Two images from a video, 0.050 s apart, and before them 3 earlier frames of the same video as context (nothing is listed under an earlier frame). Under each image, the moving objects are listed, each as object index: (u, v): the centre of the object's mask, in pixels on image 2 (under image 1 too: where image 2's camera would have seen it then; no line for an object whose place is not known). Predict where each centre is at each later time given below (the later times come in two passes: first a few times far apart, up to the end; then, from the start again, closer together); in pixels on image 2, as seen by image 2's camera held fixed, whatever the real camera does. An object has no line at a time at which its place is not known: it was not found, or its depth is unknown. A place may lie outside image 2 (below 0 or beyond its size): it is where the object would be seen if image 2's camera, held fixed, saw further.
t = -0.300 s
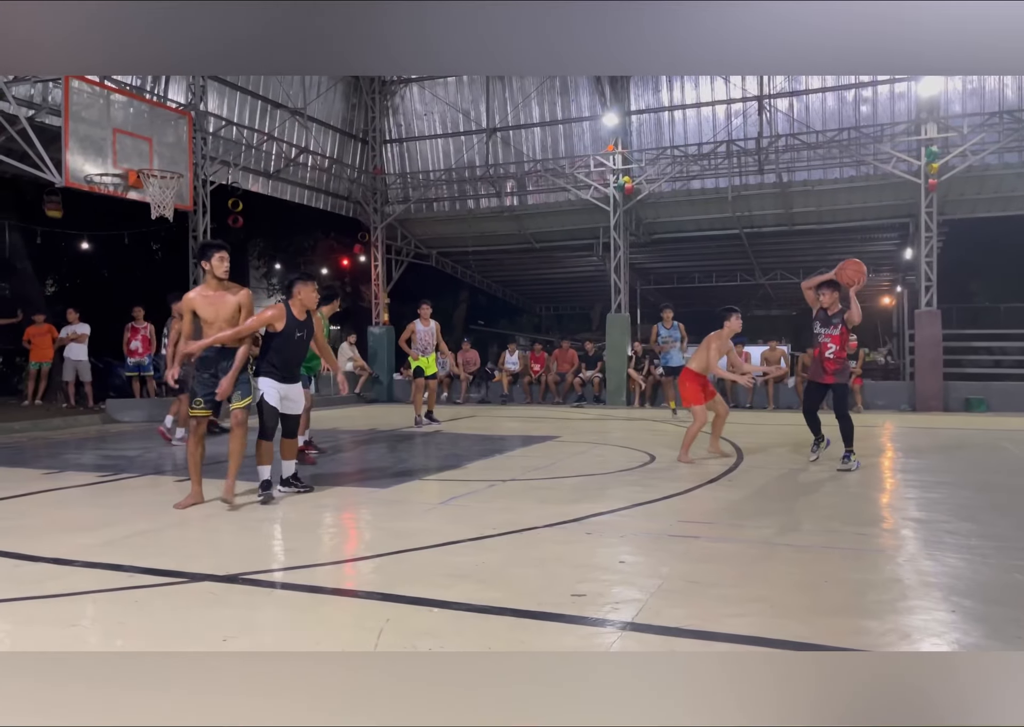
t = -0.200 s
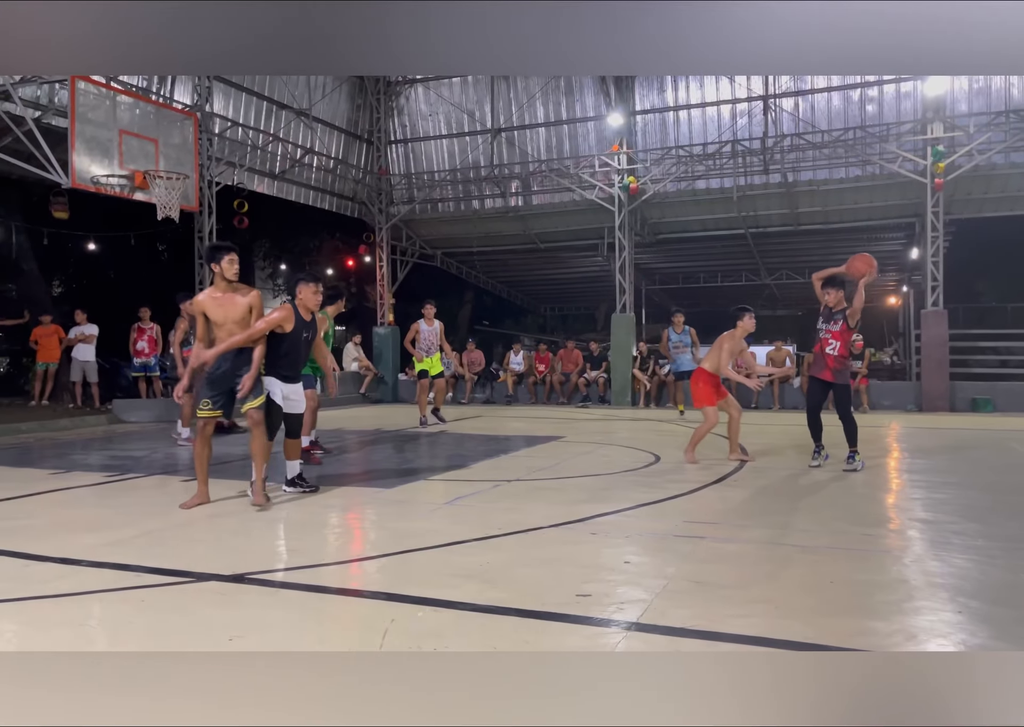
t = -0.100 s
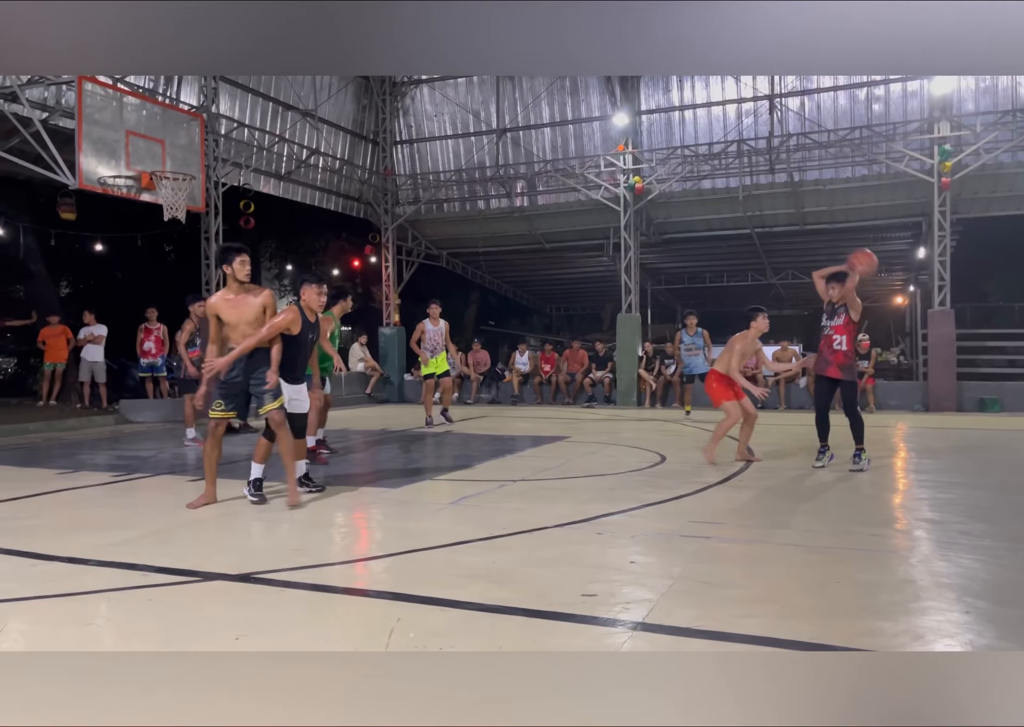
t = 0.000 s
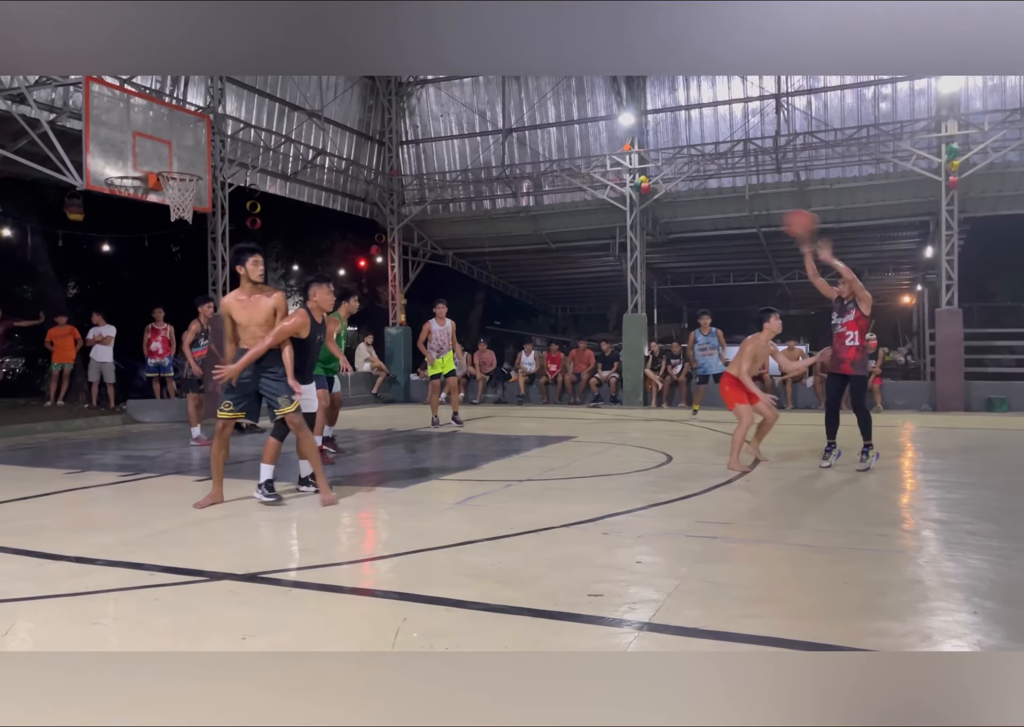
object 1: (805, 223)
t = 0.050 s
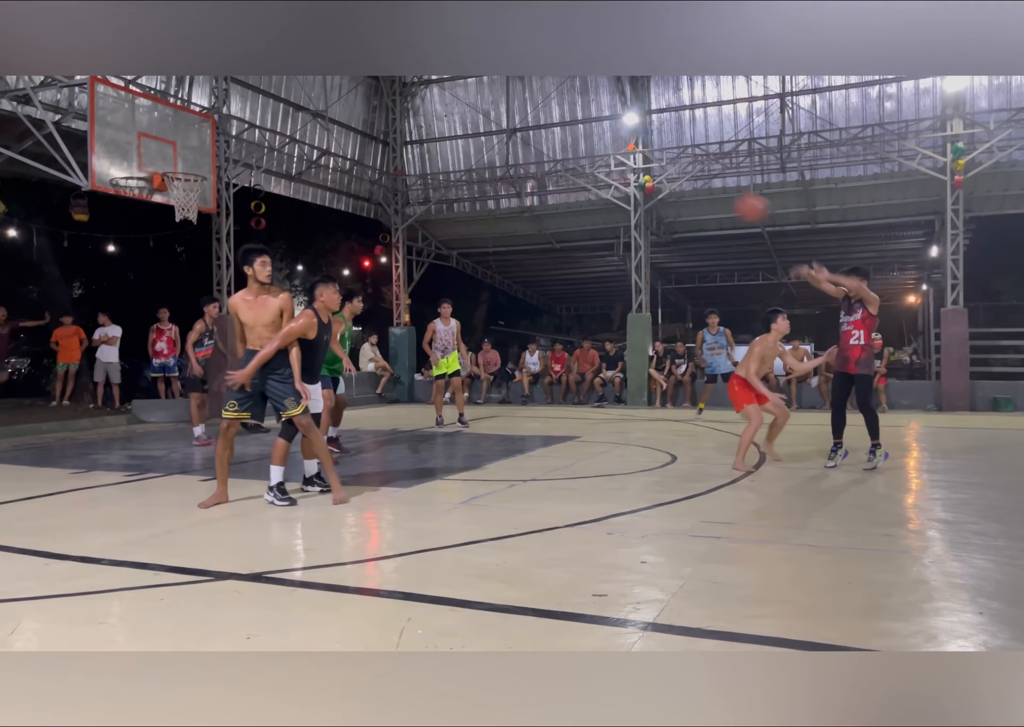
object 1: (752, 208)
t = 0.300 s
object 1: (453, 170)
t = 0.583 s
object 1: (37, 223)
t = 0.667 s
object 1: (-111, 266)
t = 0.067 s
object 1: (732, 203)
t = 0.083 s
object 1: (713, 199)
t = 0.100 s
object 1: (695, 195)
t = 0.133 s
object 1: (655, 187)
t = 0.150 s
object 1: (636, 185)
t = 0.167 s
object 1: (617, 181)
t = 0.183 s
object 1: (596, 180)
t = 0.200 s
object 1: (577, 176)
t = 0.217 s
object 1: (557, 175)
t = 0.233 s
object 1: (536, 174)
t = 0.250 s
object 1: (517, 172)
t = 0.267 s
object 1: (494, 171)
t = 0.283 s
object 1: (476, 171)
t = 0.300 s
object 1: (453, 170)
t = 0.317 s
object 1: (432, 170)
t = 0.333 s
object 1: (409, 170)
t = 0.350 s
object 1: (387, 171)
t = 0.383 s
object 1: (341, 173)
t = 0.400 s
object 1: (316, 173)
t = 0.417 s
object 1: (292, 176)
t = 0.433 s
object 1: (268, 178)
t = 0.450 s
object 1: (245, 183)
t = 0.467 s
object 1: (221, 187)
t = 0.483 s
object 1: (199, 192)
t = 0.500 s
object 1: (170, 195)
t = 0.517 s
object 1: (143, 202)
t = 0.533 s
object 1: (118, 206)
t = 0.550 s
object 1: (91, 211)
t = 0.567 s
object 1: (64, 217)
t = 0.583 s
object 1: (37, 223)
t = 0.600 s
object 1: (8, 231)
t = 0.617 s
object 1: (-21, 239)
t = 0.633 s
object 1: (-50, 247)
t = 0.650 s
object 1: (-81, 257)
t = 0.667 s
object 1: (-111, 266)
